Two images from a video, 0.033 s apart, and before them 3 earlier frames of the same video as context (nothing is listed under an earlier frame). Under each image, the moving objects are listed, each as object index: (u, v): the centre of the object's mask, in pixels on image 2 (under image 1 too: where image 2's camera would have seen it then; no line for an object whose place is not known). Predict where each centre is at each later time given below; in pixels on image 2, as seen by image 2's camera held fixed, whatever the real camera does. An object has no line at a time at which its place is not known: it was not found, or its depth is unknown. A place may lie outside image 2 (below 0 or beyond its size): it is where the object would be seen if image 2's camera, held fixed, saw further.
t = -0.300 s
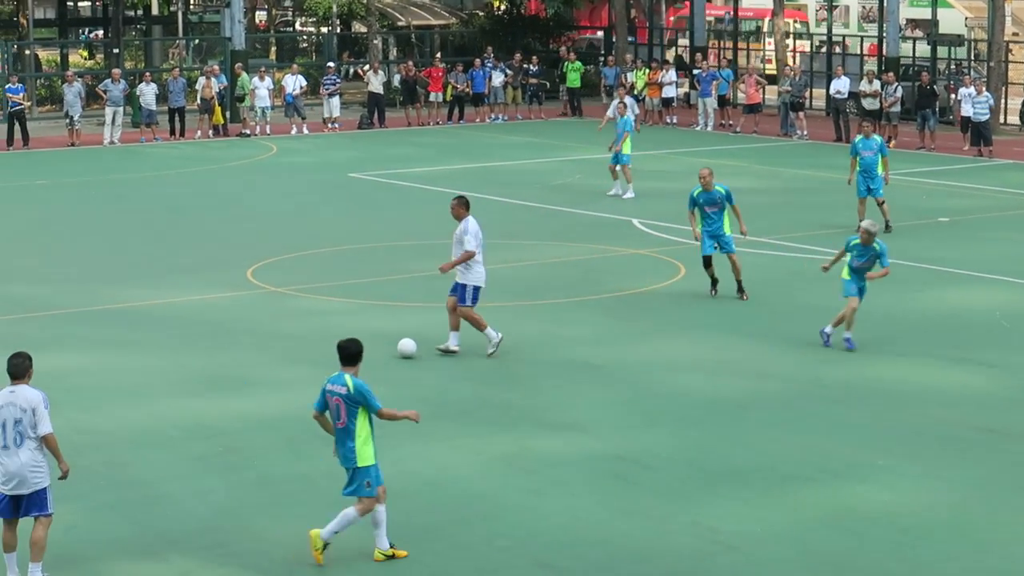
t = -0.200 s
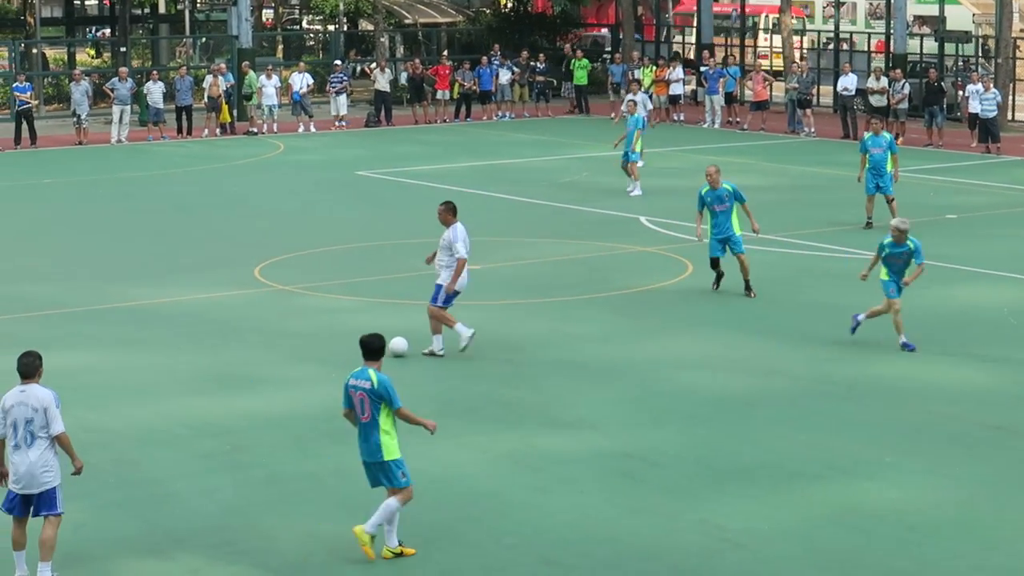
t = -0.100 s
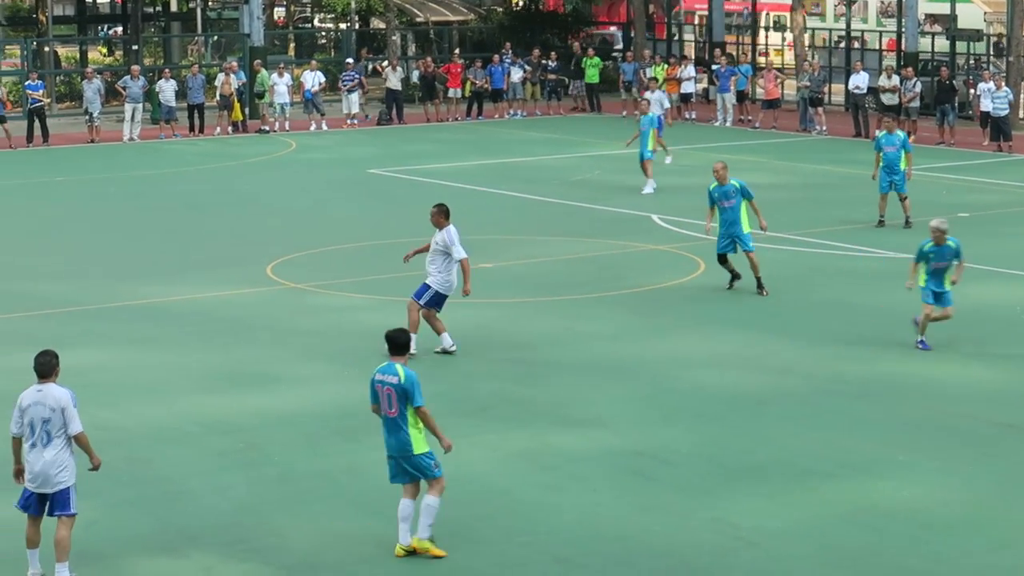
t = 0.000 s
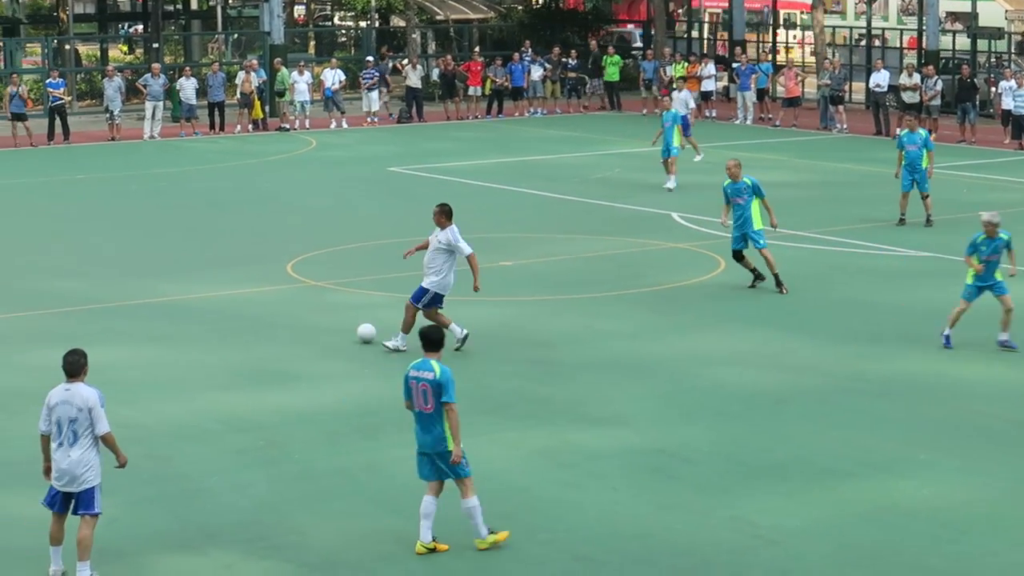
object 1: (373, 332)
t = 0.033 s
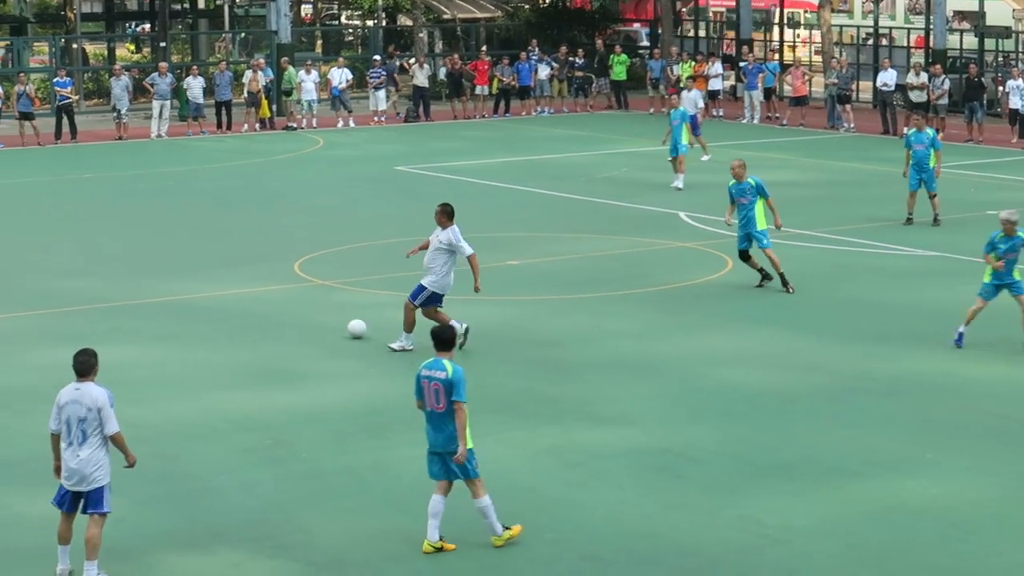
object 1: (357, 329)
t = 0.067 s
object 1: (341, 324)
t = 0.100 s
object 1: (327, 321)
